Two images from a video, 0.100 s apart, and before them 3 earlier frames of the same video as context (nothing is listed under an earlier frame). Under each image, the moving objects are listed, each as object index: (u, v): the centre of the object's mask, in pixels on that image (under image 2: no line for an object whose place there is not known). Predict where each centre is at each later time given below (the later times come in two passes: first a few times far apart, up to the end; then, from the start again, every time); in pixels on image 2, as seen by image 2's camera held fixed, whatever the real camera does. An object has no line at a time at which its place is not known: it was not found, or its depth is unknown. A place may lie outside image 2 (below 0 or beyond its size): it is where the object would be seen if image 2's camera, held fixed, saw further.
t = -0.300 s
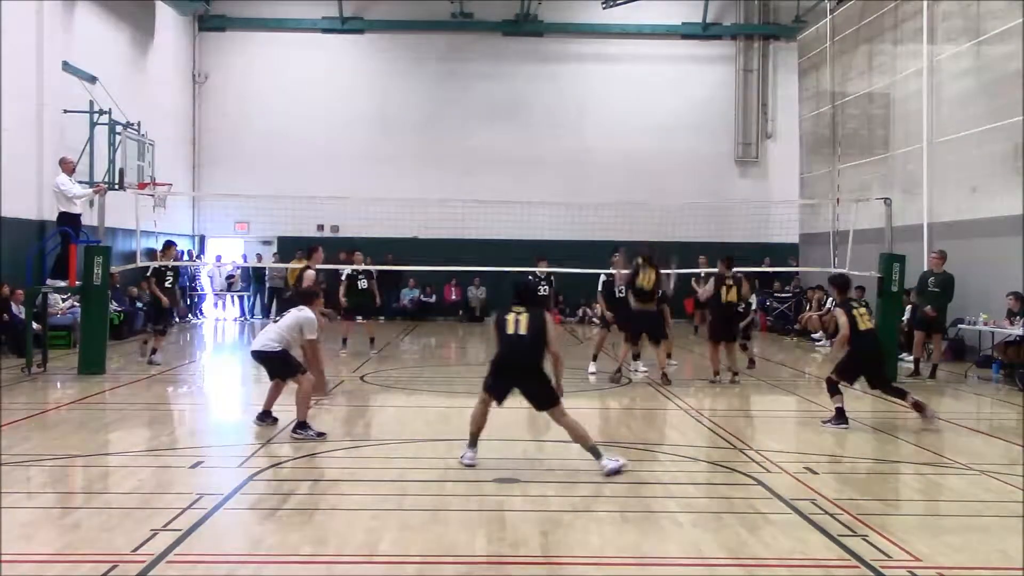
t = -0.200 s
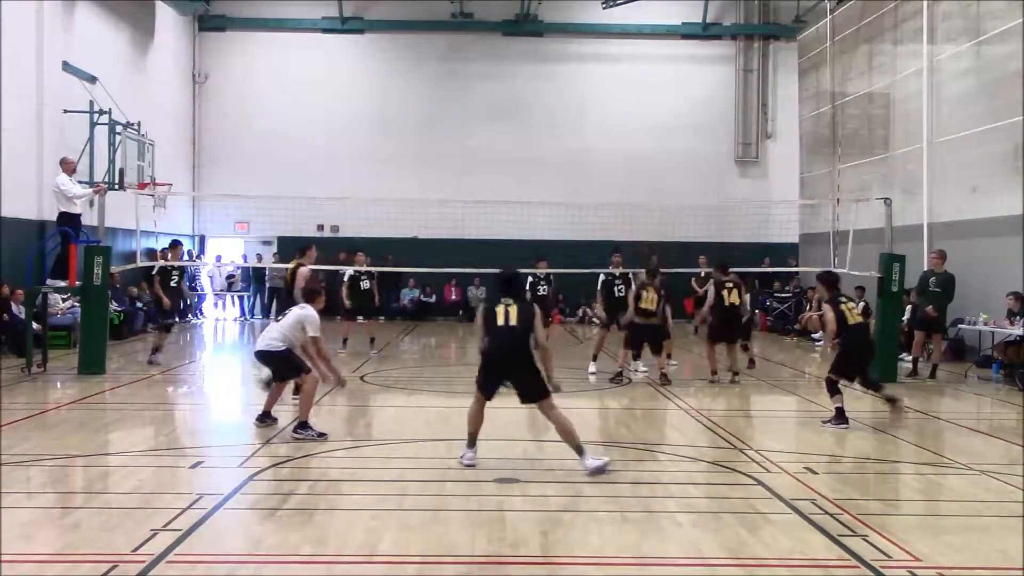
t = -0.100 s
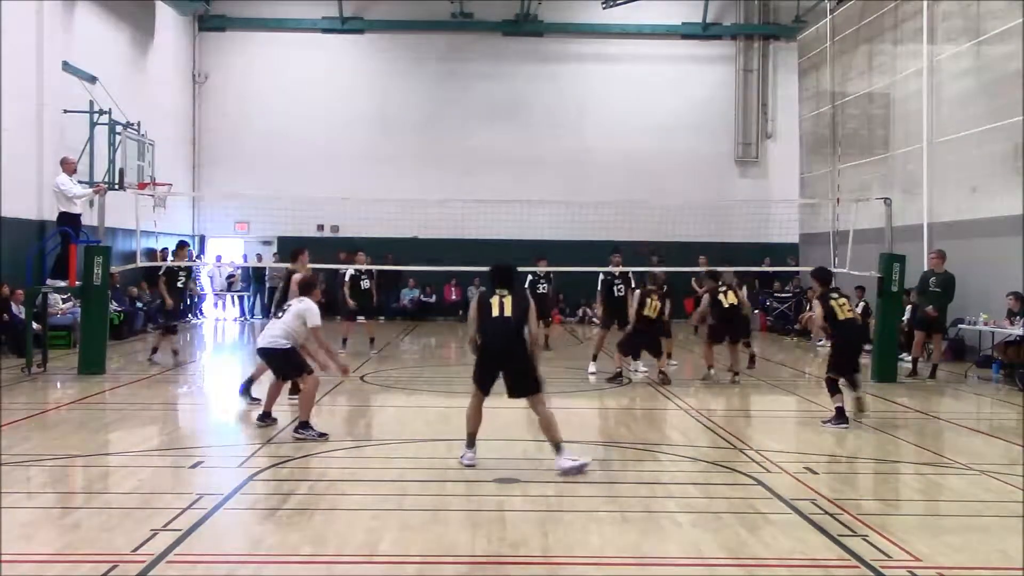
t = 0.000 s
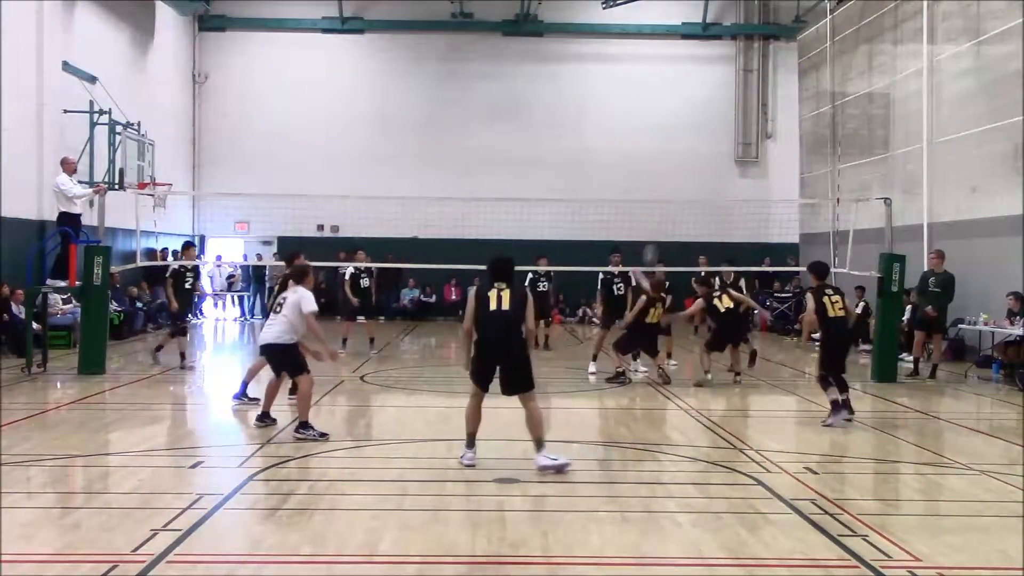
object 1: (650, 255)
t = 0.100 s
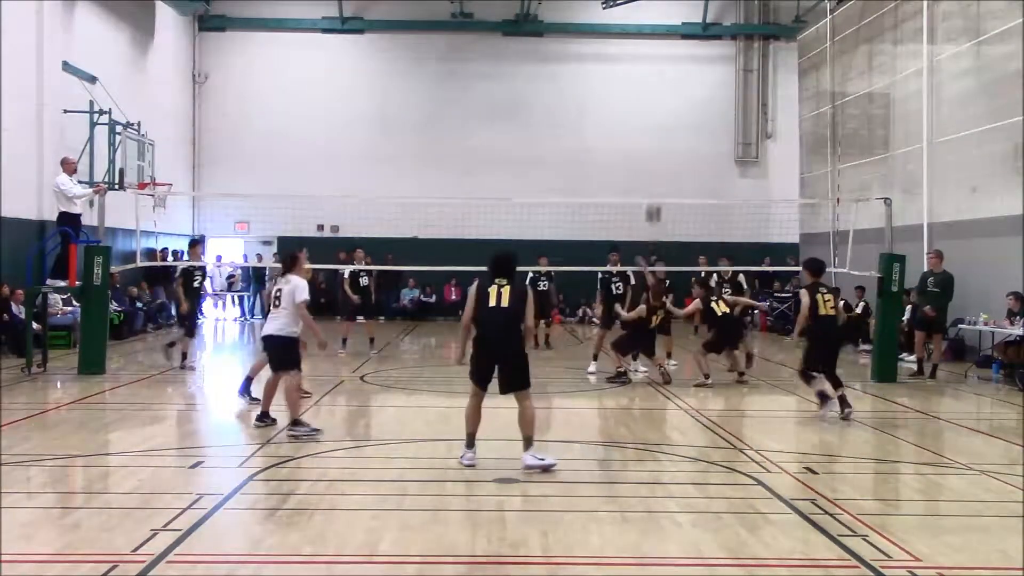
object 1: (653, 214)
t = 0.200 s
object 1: (656, 177)
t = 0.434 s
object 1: (662, 118)
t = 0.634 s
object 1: (665, 100)
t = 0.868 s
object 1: (669, 117)
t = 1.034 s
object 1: (672, 157)
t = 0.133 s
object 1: (654, 200)
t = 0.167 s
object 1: (655, 189)
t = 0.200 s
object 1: (656, 177)
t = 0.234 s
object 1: (657, 165)
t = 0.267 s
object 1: (658, 155)
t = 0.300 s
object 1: (659, 146)
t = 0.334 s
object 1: (659, 137)
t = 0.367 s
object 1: (660, 129)
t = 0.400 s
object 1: (661, 123)
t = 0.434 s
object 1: (662, 118)
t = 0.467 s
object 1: (662, 112)
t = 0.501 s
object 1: (663, 108)
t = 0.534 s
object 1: (663, 105)
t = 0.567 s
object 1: (664, 102)
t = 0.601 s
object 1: (665, 101)
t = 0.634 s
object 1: (665, 100)
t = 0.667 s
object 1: (666, 100)
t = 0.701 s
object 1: (666, 100)
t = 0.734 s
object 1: (667, 102)
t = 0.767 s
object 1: (668, 105)
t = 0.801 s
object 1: (668, 108)
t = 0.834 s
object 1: (669, 112)
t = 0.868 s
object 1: (669, 117)
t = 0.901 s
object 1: (670, 124)
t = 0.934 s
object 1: (670, 131)
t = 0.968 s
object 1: (671, 139)
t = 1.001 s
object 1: (671, 148)
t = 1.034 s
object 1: (672, 157)
